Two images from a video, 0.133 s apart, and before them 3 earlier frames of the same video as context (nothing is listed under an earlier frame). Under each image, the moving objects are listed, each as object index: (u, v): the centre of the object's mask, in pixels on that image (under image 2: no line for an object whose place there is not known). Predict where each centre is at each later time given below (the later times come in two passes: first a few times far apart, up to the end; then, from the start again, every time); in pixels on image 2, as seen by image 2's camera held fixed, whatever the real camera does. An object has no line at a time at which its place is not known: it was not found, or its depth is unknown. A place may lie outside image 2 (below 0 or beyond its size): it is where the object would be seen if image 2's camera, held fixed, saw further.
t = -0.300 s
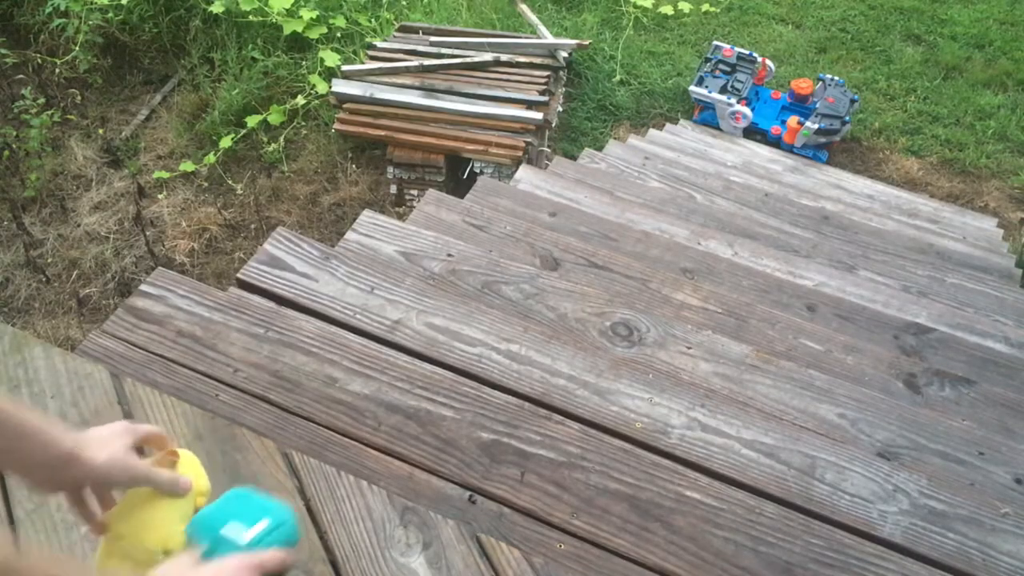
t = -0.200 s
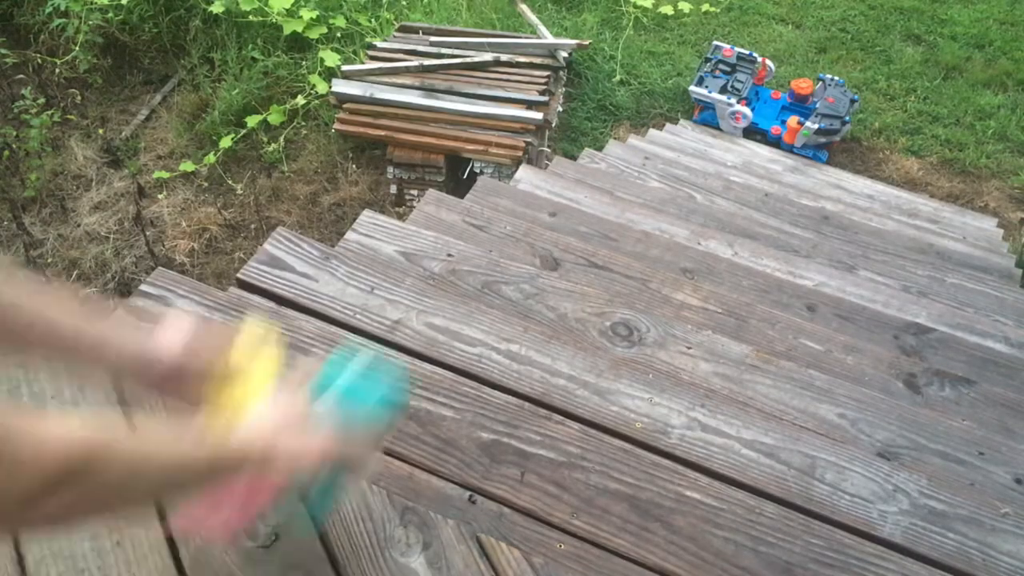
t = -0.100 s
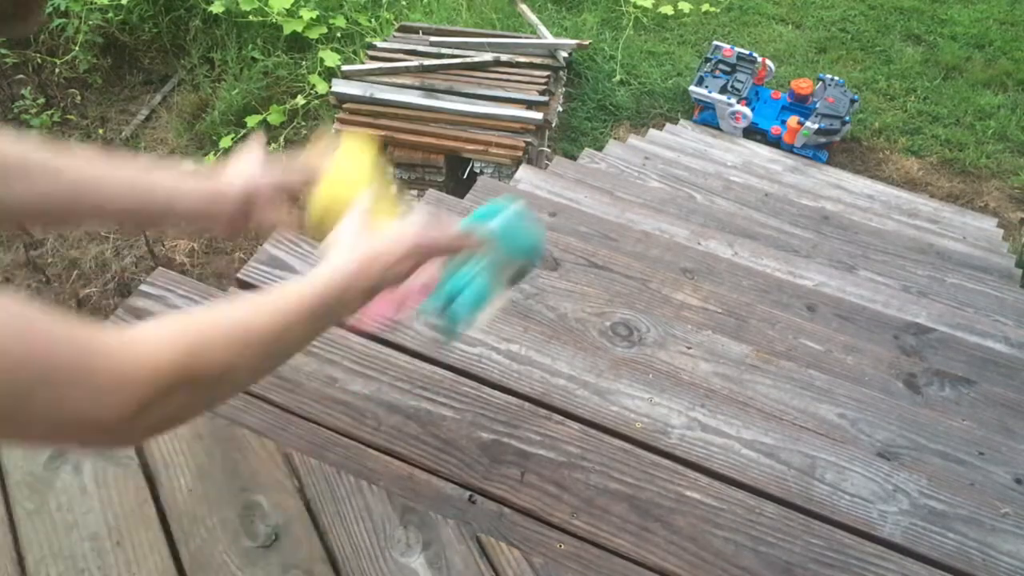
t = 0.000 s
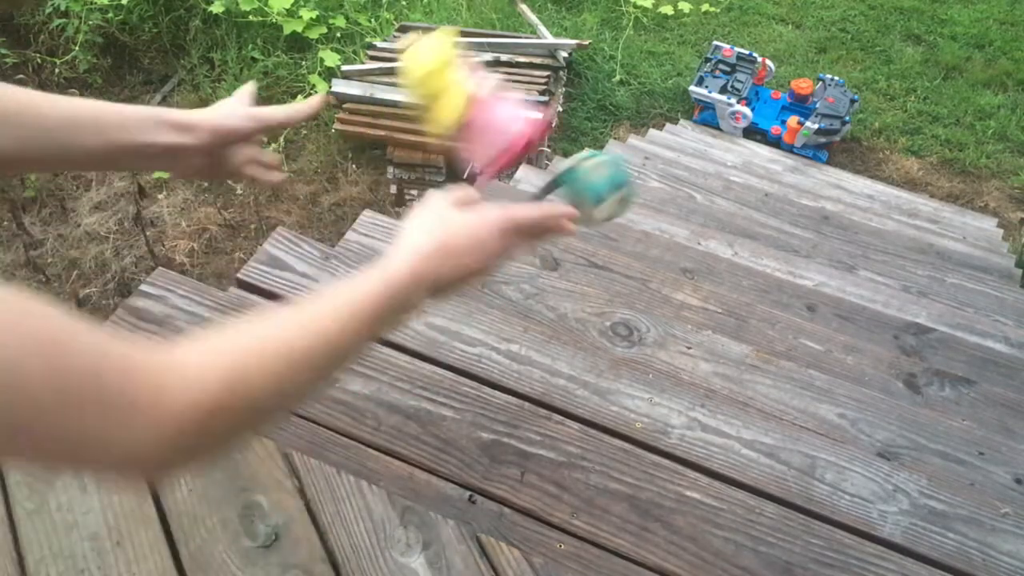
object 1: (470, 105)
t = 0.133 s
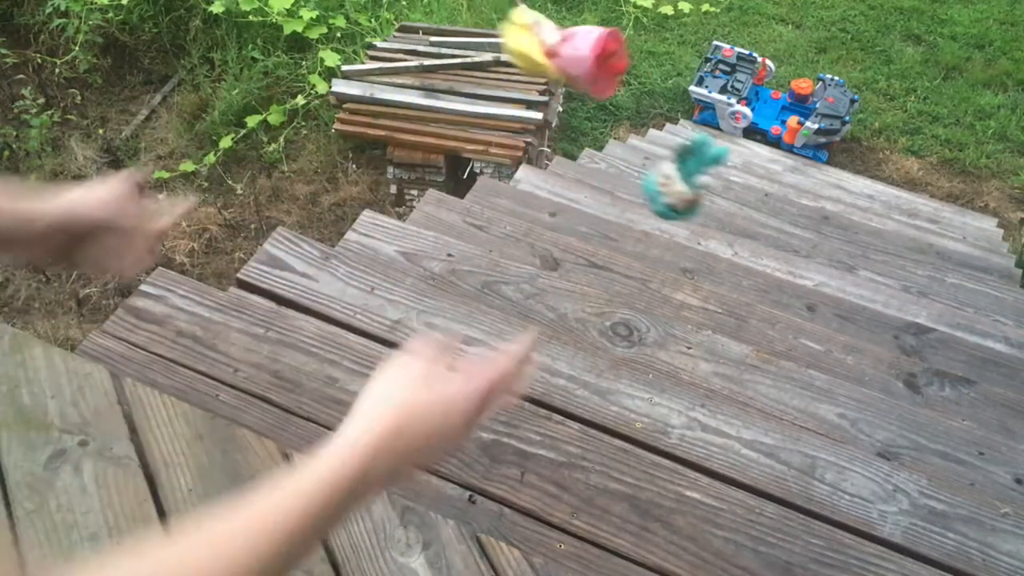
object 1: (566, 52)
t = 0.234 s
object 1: (606, 71)
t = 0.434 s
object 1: (631, 181)
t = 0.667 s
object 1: (695, 214)
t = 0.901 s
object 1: (740, 226)
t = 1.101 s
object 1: (745, 225)
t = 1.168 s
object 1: (748, 226)
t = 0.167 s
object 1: (582, 54)
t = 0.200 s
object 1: (595, 61)
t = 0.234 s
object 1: (606, 71)
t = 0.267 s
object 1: (613, 84)
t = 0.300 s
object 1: (620, 100)
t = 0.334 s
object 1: (625, 116)
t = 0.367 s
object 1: (628, 137)
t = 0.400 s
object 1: (629, 156)
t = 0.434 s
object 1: (631, 181)
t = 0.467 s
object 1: (636, 200)
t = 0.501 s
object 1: (649, 202)
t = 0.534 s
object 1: (659, 204)
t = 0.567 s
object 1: (669, 205)
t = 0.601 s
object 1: (681, 210)
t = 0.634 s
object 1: (691, 213)
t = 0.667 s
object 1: (695, 214)
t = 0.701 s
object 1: (698, 213)
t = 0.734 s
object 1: (704, 212)
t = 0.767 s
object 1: (713, 211)
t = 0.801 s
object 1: (724, 217)
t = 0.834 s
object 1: (732, 218)
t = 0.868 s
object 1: (737, 221)
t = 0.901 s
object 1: (740, 226)
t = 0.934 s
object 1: (741, 224)
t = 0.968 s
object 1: (742, 223)
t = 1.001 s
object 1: (742, 223)
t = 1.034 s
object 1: (744, 224)
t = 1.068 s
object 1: (745, 224)
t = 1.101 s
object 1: (745, 225)
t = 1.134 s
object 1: (746, 226)
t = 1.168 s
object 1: (748, 226)
